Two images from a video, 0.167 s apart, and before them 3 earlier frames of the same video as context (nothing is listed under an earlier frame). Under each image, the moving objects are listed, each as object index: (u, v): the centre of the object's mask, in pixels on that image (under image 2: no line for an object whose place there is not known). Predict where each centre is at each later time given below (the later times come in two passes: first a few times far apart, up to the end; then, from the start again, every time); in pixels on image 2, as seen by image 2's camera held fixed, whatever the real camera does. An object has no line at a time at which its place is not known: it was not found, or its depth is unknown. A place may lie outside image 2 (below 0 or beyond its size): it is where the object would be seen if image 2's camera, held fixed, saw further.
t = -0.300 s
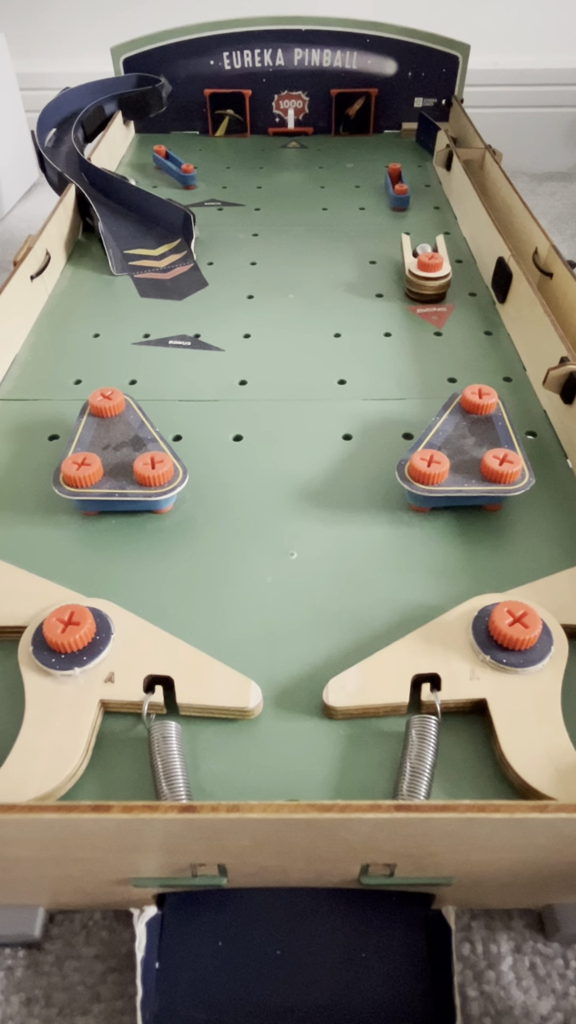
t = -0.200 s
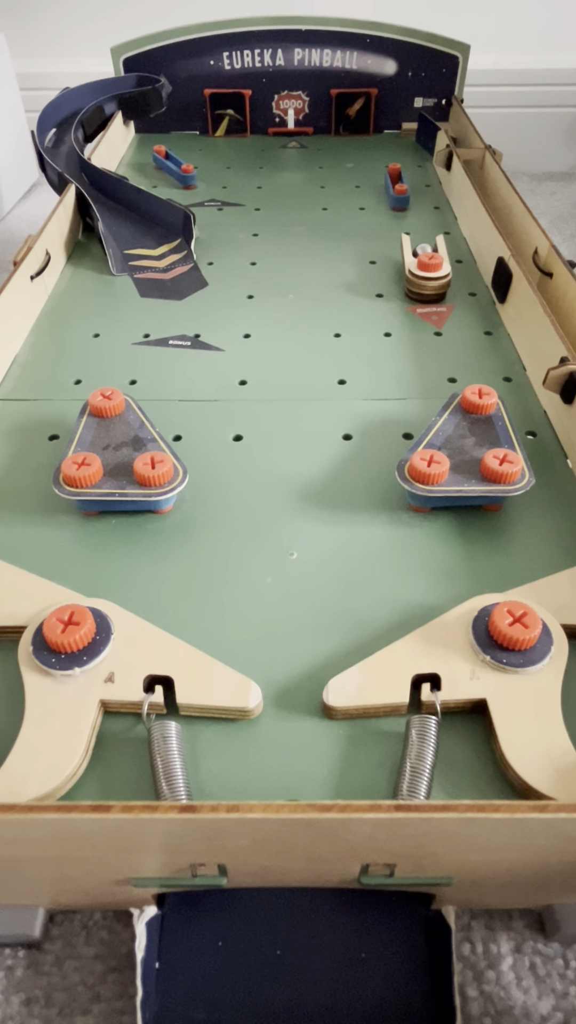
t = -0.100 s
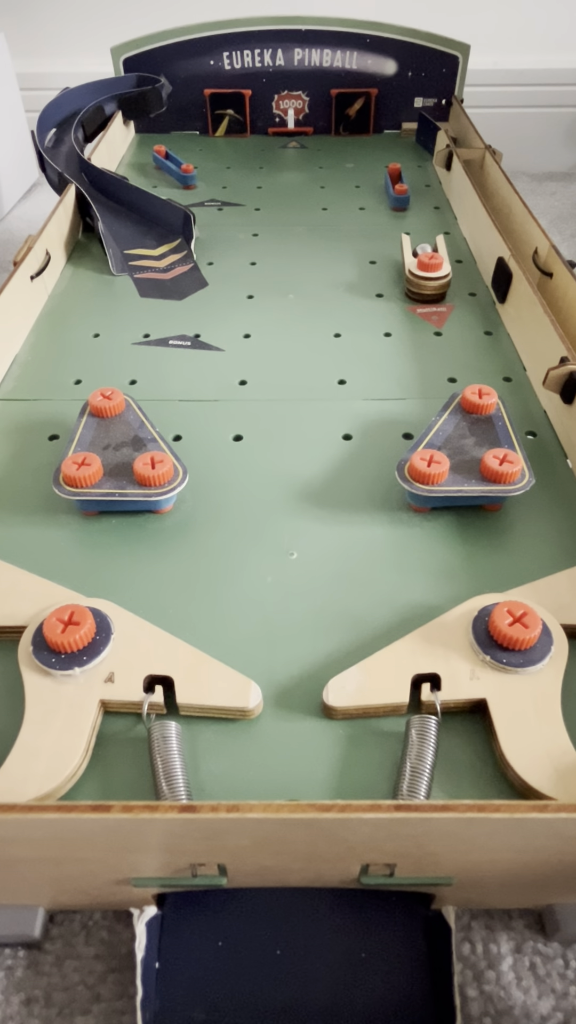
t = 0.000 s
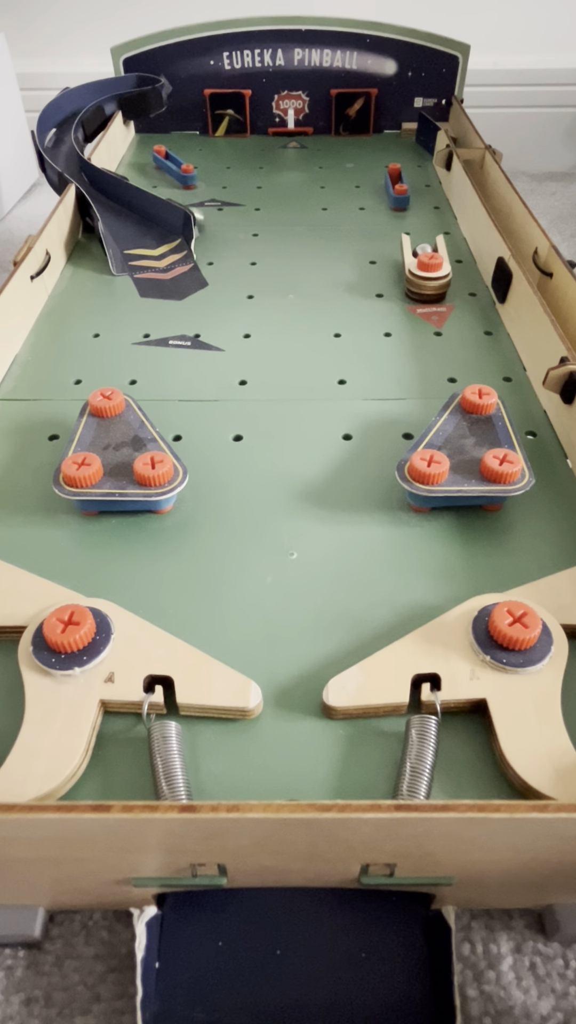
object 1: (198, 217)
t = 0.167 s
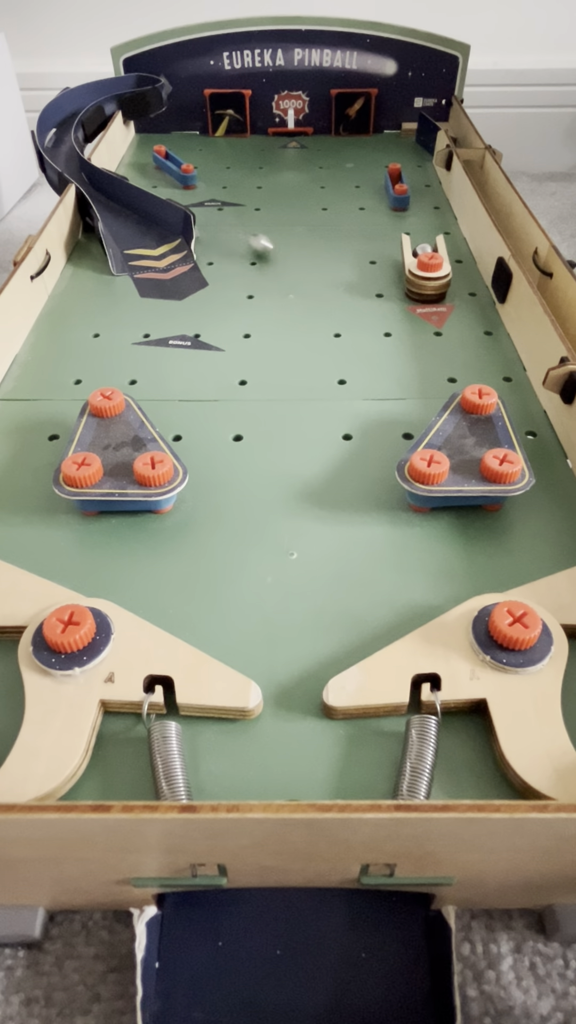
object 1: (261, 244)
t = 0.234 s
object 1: (290, 263)
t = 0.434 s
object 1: (404, 361)
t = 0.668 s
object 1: (304, 439)
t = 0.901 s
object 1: (96, 565)
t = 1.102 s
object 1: (93, 524)
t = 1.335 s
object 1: (108, 577)
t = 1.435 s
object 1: (137, 596)
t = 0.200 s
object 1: (275, 252)
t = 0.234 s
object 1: (290, 263)
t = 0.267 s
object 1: (307, 274)
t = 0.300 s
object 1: (323, 287)
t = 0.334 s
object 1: (340, 301)
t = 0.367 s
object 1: (359, 317)
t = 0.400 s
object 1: (380, 337)
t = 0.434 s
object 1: (404, 361)
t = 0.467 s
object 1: (428, 385)
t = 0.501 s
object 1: (434, 403)
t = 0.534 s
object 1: (410, 405)
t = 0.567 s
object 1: (383, 411)
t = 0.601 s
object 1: (357, 417)
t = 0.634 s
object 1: (331, 427)
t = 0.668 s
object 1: (304, 439)
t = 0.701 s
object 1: (278, 452)
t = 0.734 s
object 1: (249, 467)
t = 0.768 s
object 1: (219, 487)
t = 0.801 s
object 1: (186, 508)
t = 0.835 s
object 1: (151, 534)
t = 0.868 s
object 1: (112, 562)
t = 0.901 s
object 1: (96, 565)
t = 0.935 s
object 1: (100, 545)
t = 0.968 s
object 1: (100, 532)
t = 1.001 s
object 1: (98, 524)
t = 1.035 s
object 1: (95, 519)
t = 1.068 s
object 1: (94, 521)
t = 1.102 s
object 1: (93, 524)
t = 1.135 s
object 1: (90, 532)
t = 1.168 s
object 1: (87, 543)
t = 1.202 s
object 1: (83, 556)
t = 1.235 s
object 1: (79, 571)
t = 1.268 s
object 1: (88, 571)
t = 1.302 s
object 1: (99, 573)
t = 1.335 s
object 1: (108, 577)
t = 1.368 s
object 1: (116, 584)
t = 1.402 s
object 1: (126, 590)
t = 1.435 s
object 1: (137, 596)
